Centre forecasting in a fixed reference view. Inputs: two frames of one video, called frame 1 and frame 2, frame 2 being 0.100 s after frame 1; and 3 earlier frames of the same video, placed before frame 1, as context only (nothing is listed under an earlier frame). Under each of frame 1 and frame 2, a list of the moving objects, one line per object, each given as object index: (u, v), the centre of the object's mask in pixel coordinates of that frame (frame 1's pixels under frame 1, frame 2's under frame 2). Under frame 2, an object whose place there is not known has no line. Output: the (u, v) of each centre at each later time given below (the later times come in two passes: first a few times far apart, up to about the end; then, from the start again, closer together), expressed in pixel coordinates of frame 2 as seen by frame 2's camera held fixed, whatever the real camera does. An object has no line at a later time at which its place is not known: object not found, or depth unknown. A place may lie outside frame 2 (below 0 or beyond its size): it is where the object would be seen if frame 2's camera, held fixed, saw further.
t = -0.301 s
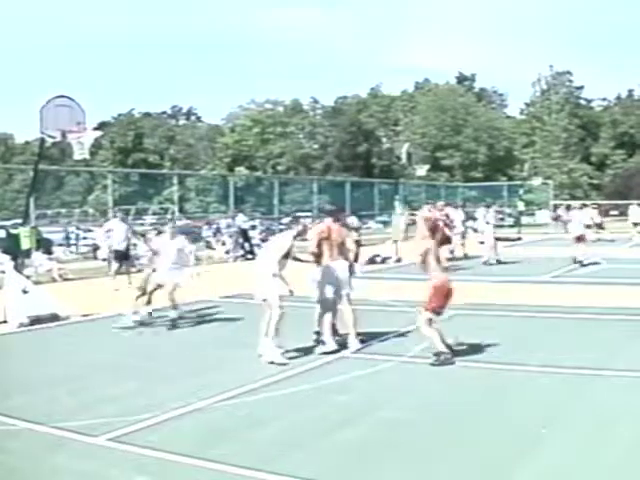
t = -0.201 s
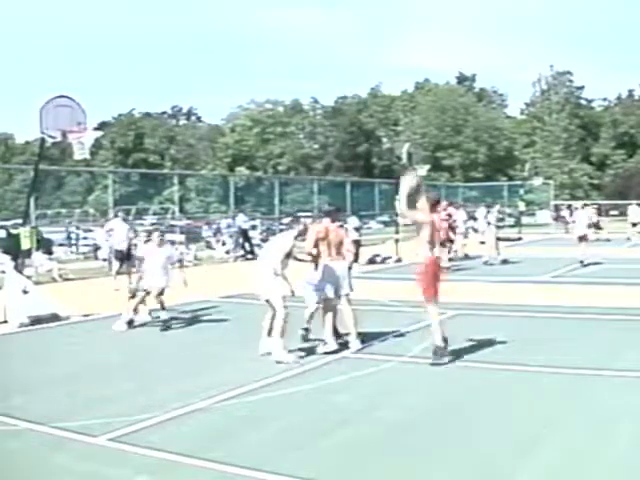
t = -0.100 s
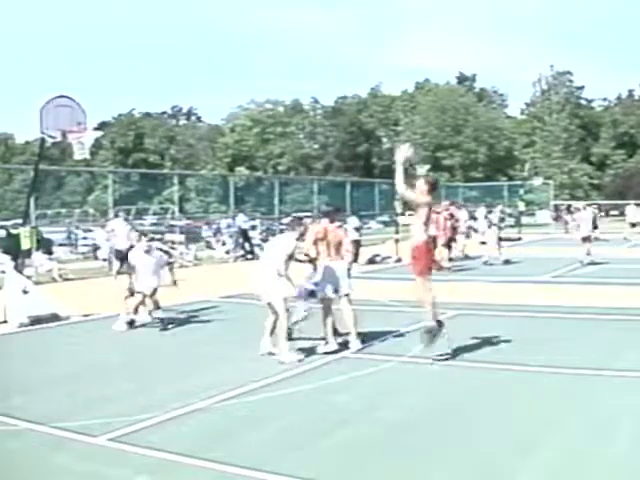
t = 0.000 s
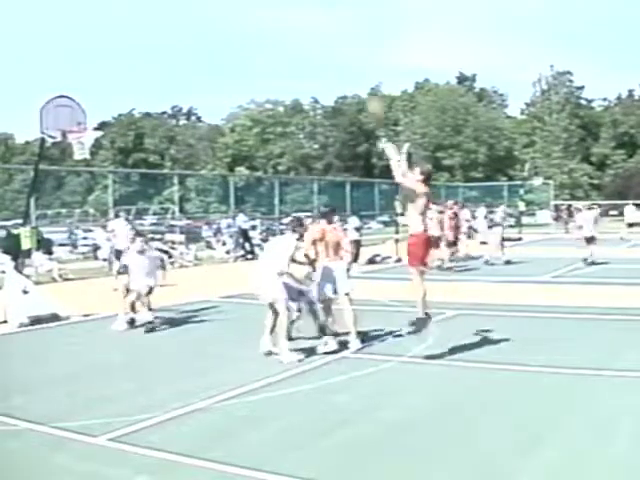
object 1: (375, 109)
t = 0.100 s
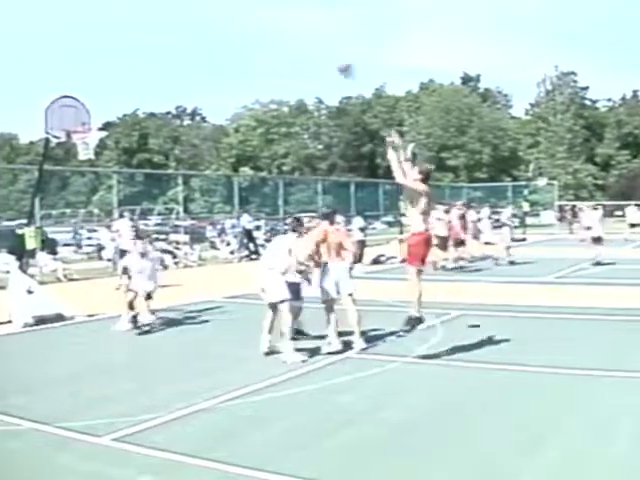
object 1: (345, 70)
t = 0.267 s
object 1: (291, 20)
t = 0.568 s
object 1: (206, -8)
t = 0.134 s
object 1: (335, 58)
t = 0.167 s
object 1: (323, 46)
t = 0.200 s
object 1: (313, 37)
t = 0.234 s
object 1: (302, 28)
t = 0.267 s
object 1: (291, 20)
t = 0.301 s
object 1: (280, 13)
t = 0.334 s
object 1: (271, 7)
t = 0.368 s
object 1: (261, 2)
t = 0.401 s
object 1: (252, -1)
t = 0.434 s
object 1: (242, -4)
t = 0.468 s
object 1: (233, -6)
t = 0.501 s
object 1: (224, -8)
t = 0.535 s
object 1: (215, -8)
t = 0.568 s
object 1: (206, -8)
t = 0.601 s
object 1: (198, -7)
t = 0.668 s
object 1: (183, -2)
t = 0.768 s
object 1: (161, 10)
